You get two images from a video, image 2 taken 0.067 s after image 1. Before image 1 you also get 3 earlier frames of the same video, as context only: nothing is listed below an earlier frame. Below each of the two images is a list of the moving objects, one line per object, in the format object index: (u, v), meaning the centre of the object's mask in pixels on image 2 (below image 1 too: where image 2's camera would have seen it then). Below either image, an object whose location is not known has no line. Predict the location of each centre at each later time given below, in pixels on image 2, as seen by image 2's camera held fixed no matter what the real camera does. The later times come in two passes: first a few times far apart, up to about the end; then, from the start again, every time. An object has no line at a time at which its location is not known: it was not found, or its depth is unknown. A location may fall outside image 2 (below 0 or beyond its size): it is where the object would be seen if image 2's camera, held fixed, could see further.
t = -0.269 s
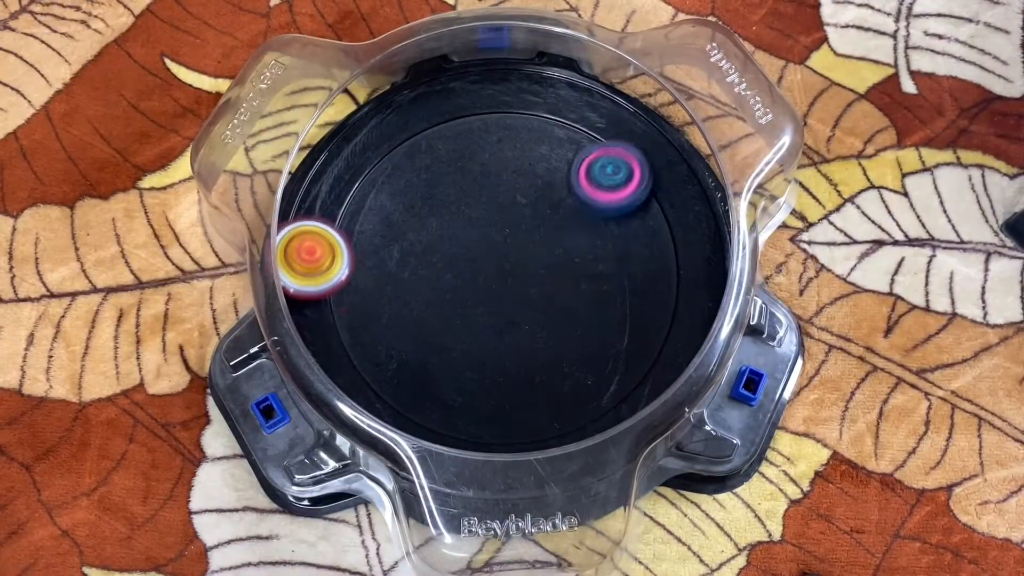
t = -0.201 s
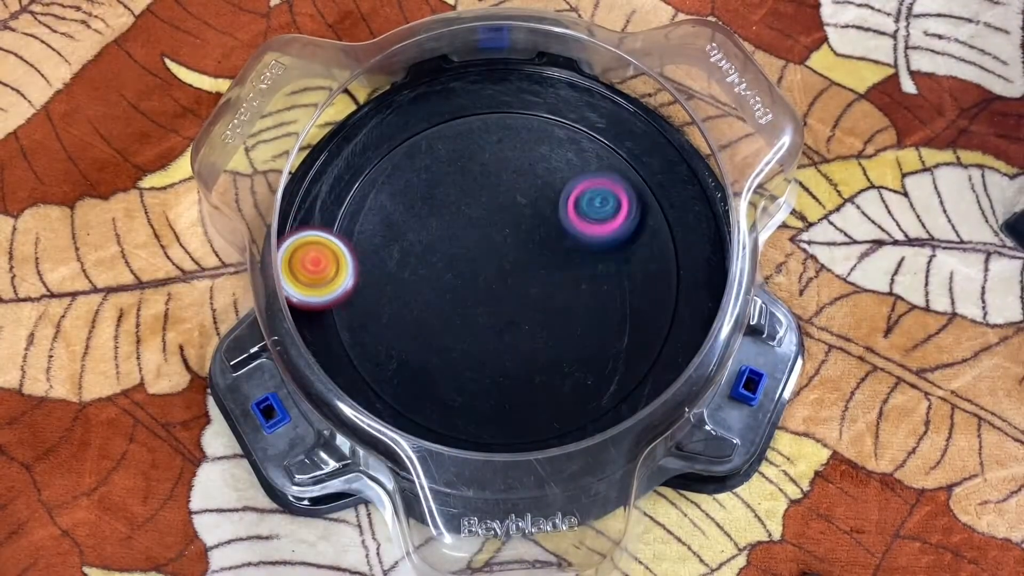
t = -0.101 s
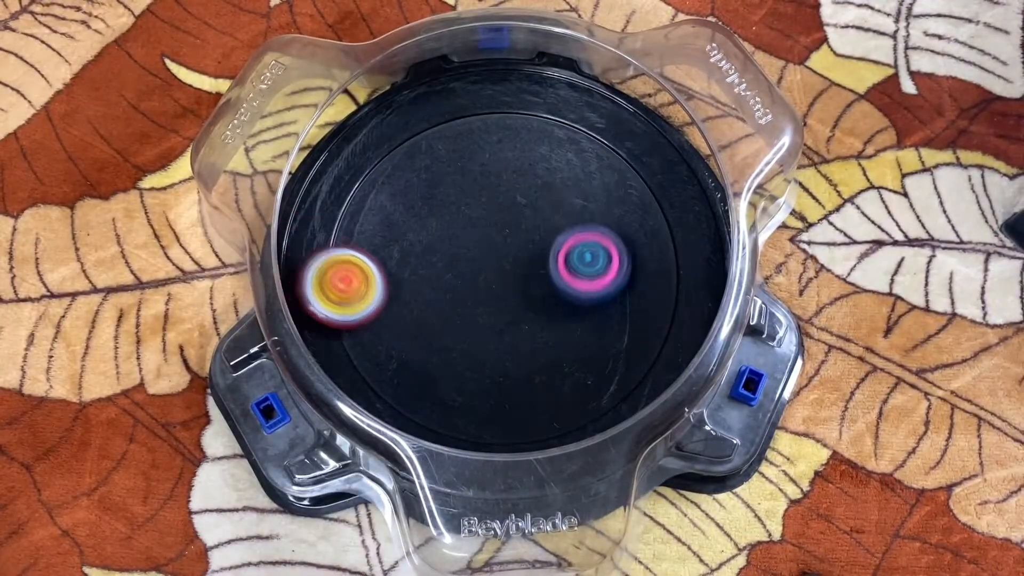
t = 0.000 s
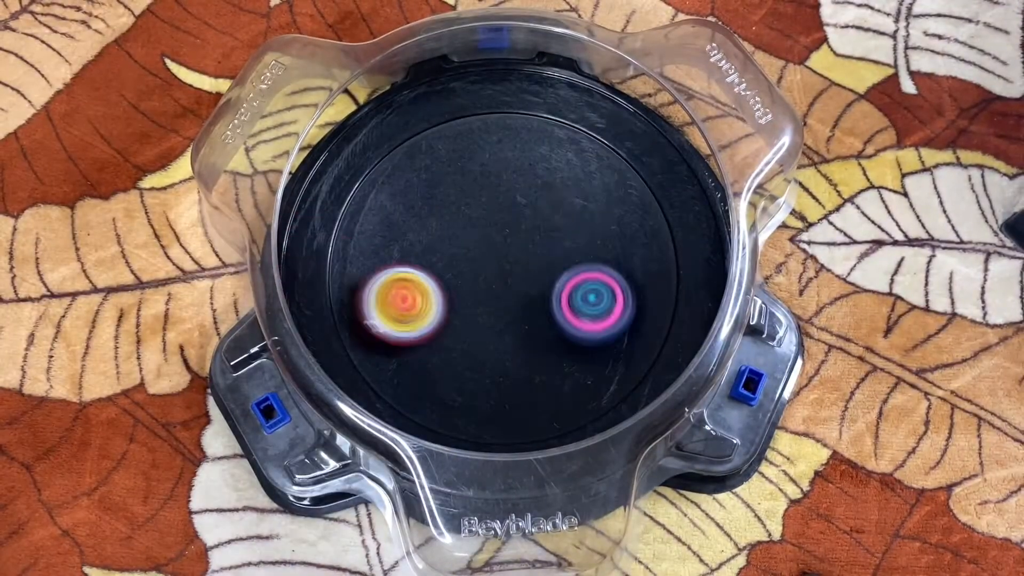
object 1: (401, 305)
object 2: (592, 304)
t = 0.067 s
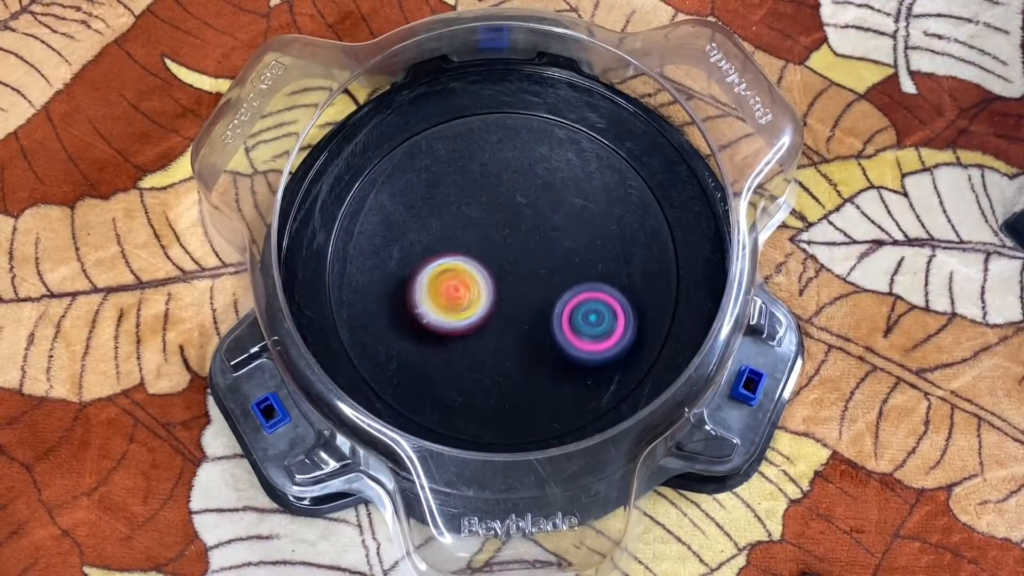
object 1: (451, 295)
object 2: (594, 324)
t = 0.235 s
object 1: (542, 187)
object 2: (564, 356)
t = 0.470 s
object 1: (485, 87)
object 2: (506, 306)
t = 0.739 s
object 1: (374, 172)
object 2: (554, 238)
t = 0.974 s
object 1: (527, 355)
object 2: (604, 258)
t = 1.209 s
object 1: (691, 279)
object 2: (569, 266)
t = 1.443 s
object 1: (608, 103)
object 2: (549, 240)
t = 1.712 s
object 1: (369, 293)
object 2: (552, 226)
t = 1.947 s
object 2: (544, 227)
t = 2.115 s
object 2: (531, 229)
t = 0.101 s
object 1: (475, 281)
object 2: (591, 333)
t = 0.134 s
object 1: (498, 263)
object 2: (587, 341)
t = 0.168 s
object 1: (517, 240)
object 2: (582, 348)
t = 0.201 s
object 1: (531, 215)
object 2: (574, 353)
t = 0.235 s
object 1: (542, 187)
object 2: (564, 356)
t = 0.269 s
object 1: (547, 160)
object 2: (554, 357)
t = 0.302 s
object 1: (546, 133)
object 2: (542, 355)
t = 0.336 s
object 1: (540, 110)
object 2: (531, 350)
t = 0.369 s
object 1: (531, 97)
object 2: (521, 343)
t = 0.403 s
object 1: (519, 84)
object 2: (513, 332)
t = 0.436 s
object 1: (503, 85)
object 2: (508, 319)
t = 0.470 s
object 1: (485, 87)
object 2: (506, 306)
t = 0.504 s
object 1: (467, 89)
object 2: (507, 293)
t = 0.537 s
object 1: (448, 91)
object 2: (510, 282)
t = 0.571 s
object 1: (430, 96)
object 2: (514, 272)
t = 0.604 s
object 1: (414, 105)
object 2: (520, 263)
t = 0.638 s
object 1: (399, 116)
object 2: (527, 255)
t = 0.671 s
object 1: (387, 131)
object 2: (535, 248)
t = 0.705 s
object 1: (379, 148)
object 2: (545, 242)
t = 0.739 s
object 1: (374, 172)
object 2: (554, 238)
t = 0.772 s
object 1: (374, 200)
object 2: (564, 234)
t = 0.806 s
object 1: (378, 235)
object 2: (575, 234)
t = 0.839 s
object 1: (392, 270)
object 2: (584, 235)
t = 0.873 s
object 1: (415, 300)
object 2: (592, 239)
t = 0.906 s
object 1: (446, 326)
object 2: (598, 244)
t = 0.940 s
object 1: (484, 344)
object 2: (602, 251)
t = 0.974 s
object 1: (527, 355)
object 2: (604, 258)
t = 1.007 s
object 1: (573, 357)
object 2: (604, 265)
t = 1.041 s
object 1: (617, 355)
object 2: (602, 269)
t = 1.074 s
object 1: (653, 353)
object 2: (596, 268)
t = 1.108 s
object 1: (675, 342)
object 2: (589, 267)
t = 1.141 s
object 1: (684, 327)
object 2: (581, 268)
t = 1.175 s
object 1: (687, 305)
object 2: (574, 268)
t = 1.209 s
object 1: (691, 279)
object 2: (569, 266)
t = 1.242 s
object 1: (694, 250)
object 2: (565, 265)
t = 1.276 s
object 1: (694, 218)
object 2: (560, 264)
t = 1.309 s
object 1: (690, 187)
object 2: (556, 260)
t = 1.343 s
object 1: (679, 159)
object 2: (552, 255)
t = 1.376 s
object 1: (662, 133)
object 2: (550, 249)
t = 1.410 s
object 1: (638, 113)
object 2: (549, 244)
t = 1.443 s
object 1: (608, 103)
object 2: (549, 240)
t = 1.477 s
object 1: (574, 107)
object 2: (549, 236)
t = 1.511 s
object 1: (540, 115)
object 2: (549, 232)
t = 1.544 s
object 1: (502, 127)
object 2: (551, 230)
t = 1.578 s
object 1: (465, 146)
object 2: (552, 228)
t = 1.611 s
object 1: (429, 174)
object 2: (552, 227)
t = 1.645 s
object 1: (401, 208)
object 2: (553, 226)
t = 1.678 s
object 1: (379, 249)
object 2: (552, 226)
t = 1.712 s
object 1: (369, 293)
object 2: (552, 226)
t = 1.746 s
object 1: (367, 340)
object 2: (551, 225)
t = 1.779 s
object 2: (550, 225)
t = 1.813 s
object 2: (549, 224)
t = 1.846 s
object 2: (549, 225)
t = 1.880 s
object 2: (547, 226)
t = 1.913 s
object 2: (545, 226)
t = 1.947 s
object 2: (544, 227)
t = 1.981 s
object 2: (542, 227)
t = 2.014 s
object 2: (540, 228)
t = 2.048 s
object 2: (537, 228)
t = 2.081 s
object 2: (534, 229)
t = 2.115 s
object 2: (531, 229)
